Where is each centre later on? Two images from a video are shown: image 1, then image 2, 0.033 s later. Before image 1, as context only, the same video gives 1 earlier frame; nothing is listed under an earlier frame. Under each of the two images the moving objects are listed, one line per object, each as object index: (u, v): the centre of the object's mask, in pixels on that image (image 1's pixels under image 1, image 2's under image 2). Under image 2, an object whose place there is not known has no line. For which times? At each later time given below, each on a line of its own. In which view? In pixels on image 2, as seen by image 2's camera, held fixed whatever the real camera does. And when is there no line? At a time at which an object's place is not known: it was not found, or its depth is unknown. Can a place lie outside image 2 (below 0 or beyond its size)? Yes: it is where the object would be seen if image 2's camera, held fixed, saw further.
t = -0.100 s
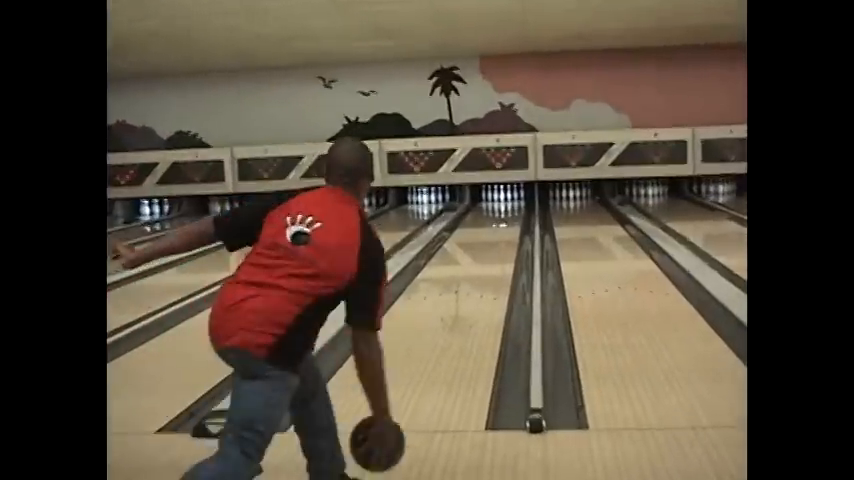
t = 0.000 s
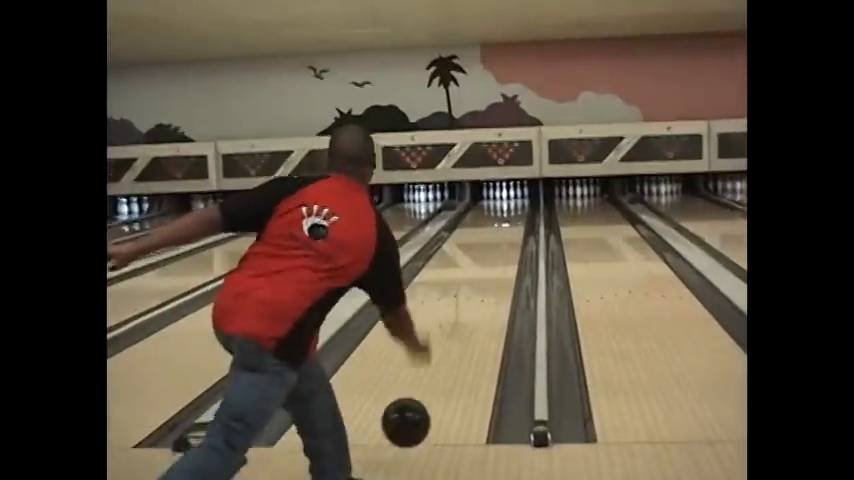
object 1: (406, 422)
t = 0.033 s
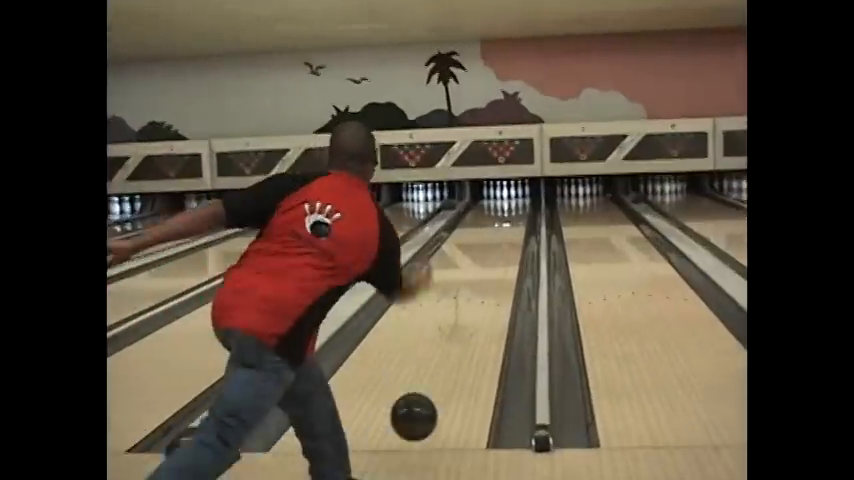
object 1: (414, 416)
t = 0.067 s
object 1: (422, 410)
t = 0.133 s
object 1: (437, 396)
